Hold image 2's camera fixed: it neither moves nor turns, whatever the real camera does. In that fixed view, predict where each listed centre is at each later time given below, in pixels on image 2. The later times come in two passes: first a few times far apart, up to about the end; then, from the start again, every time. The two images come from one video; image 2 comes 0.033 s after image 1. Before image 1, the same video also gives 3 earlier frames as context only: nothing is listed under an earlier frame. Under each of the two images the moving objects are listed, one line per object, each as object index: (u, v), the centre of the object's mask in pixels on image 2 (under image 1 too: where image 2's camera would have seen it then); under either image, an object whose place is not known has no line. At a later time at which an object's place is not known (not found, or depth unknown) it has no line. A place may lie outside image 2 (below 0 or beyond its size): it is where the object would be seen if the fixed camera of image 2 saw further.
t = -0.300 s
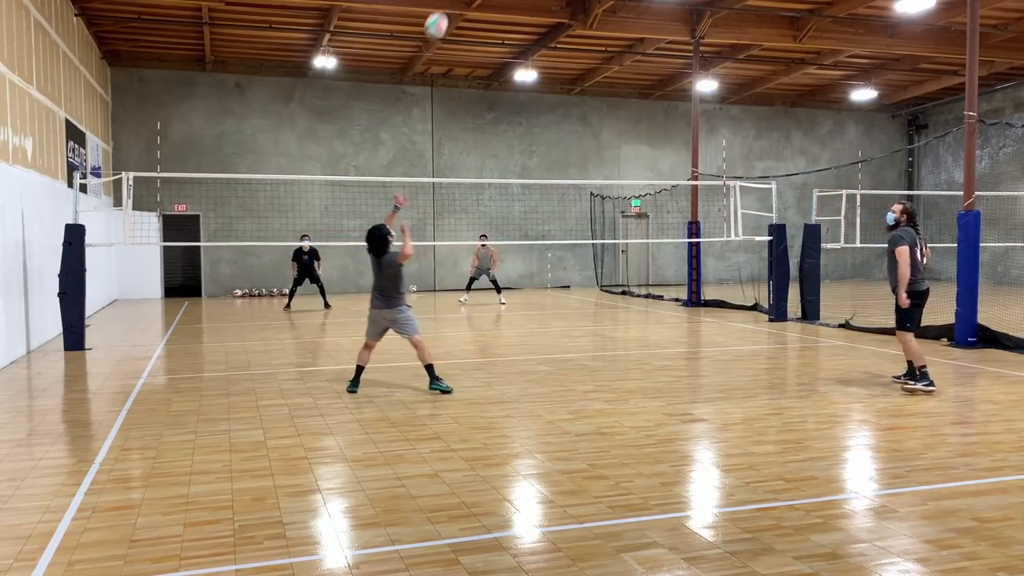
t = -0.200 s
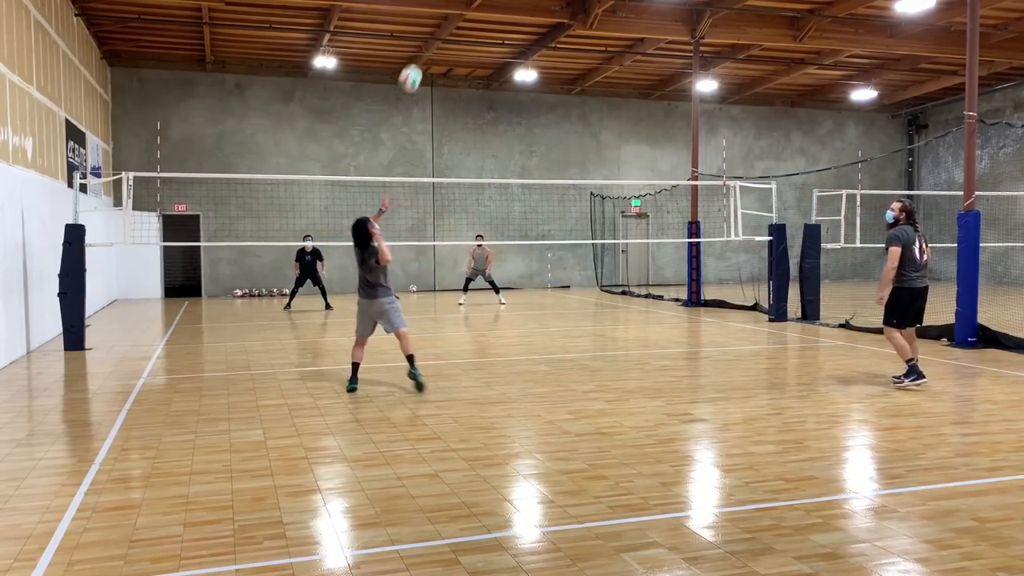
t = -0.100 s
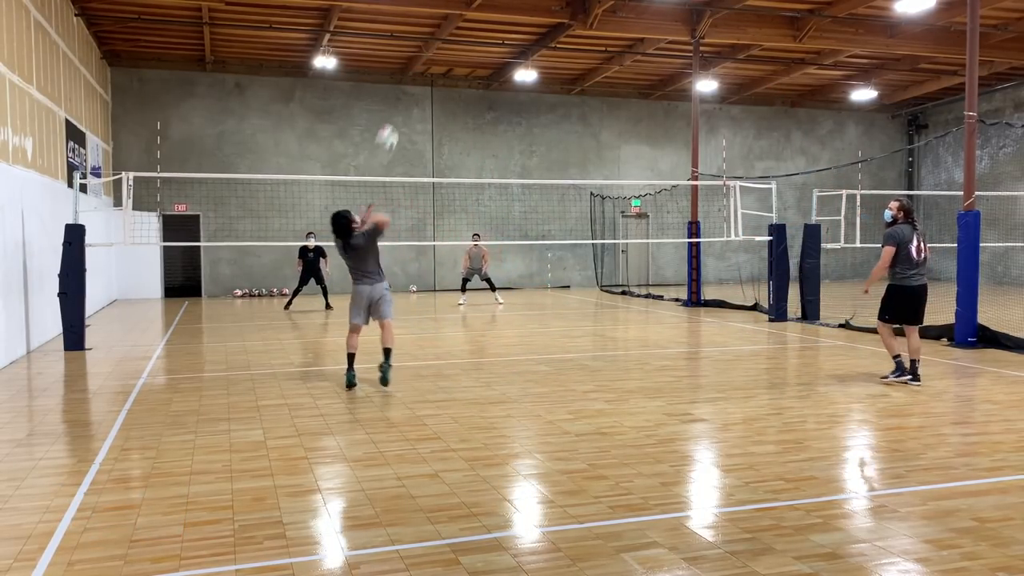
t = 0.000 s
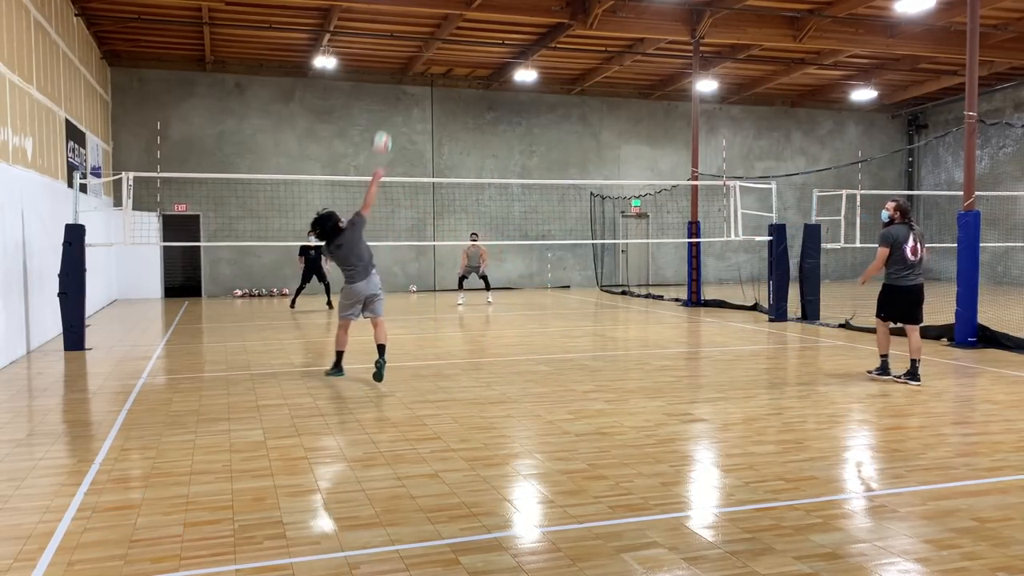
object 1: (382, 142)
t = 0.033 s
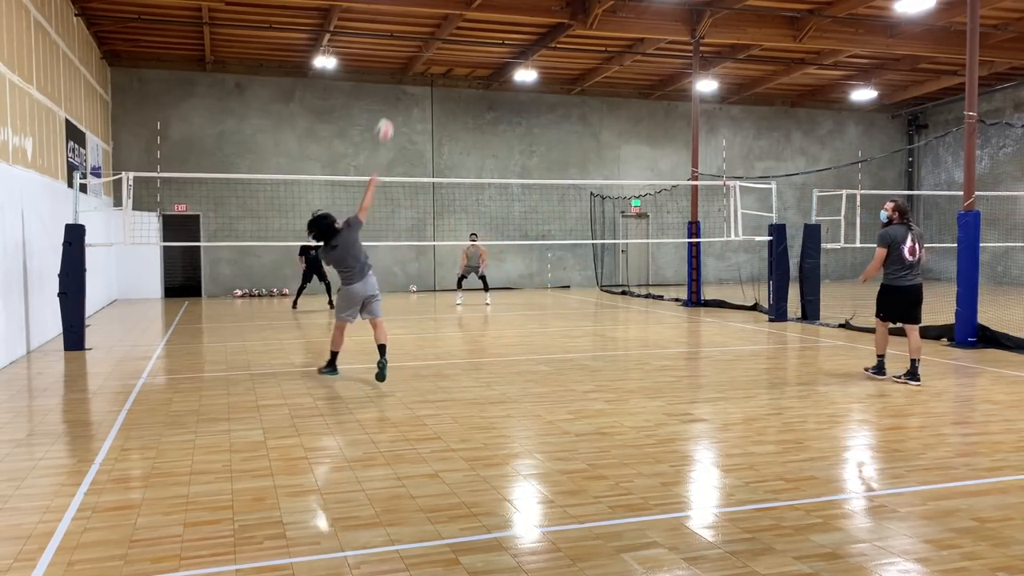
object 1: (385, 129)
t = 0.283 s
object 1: (395, 87)
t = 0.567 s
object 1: (399, 109)
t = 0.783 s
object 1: (400, 153)
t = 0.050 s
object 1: (386, 124)
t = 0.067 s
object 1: (386, 118)
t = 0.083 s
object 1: (387, 113)
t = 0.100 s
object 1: (388, 109)
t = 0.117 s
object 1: (389, 106)
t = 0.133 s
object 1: (390, 102)
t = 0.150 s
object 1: (391, 99)
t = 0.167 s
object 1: (391, 97)
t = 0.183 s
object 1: (392, 94)
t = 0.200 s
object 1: (393, 92)
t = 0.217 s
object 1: (393, 91)
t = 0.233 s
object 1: (394, 89)
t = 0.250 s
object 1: (394, 88)
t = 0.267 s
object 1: (395, 87)
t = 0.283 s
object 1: (395, 87)
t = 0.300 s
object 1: (396, 87)
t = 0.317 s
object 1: (396, 87)
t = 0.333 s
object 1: (396, 87)
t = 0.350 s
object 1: (397, 87)
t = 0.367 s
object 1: (397, 88)
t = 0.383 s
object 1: (397, 89)
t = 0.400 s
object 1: (398, 90)
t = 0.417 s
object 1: (398, 91)
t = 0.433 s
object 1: (398, 92)
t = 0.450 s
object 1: (398, 94)
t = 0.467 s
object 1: (398, 96)
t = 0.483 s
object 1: (399, 98)
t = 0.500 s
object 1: (399, 100)
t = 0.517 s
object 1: (399, 102)
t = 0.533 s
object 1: (399, 104)
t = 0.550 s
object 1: (399, 106)
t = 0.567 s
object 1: (399, 109)
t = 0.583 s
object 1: (400, 111)
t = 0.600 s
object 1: (400, 115)
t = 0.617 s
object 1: (400, 118)
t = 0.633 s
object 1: (399, 121)
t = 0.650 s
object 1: (399, 124)
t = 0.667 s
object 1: (400, 127)
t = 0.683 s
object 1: (400, 130)
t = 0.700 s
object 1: (400, 134)
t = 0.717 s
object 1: (400, 137)
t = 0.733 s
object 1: (400, 141)
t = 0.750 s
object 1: (400, 145)
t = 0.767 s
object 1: (400, 149)
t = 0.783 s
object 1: (400, 153)
